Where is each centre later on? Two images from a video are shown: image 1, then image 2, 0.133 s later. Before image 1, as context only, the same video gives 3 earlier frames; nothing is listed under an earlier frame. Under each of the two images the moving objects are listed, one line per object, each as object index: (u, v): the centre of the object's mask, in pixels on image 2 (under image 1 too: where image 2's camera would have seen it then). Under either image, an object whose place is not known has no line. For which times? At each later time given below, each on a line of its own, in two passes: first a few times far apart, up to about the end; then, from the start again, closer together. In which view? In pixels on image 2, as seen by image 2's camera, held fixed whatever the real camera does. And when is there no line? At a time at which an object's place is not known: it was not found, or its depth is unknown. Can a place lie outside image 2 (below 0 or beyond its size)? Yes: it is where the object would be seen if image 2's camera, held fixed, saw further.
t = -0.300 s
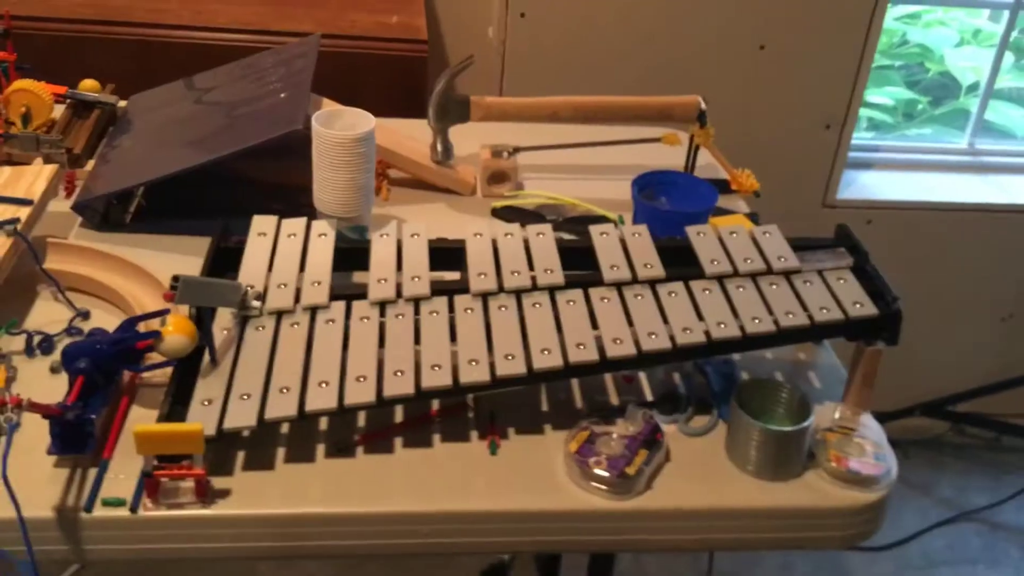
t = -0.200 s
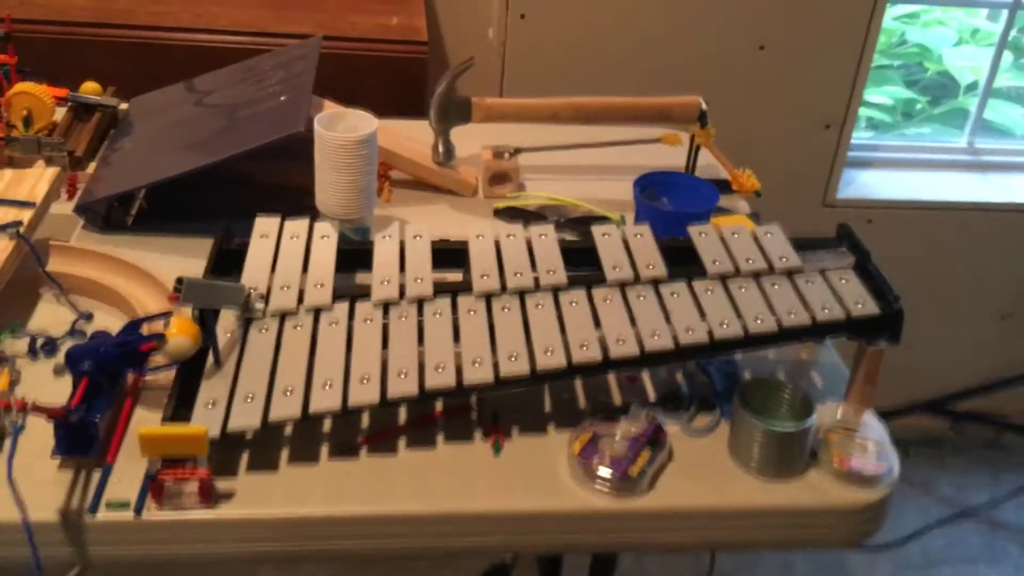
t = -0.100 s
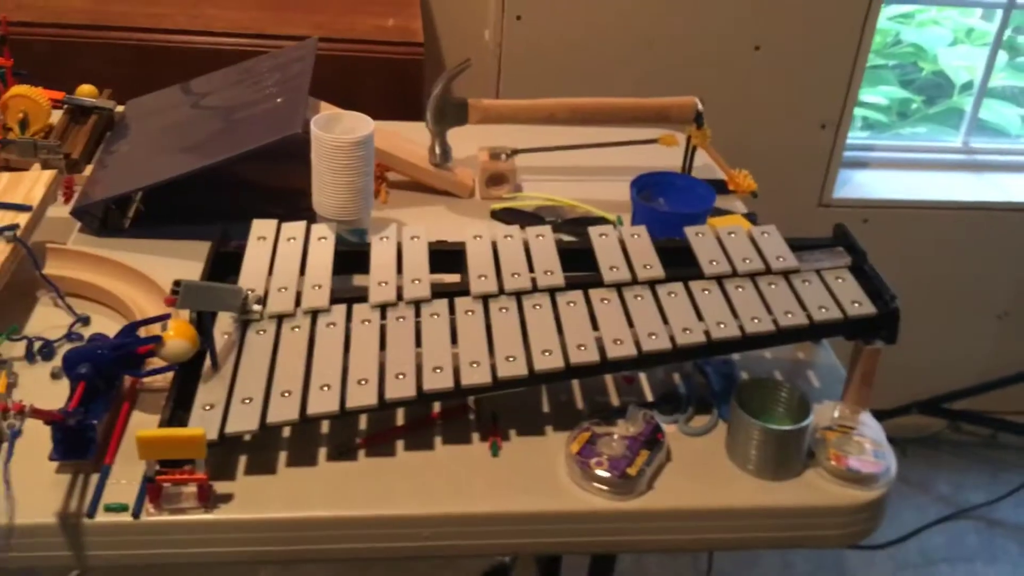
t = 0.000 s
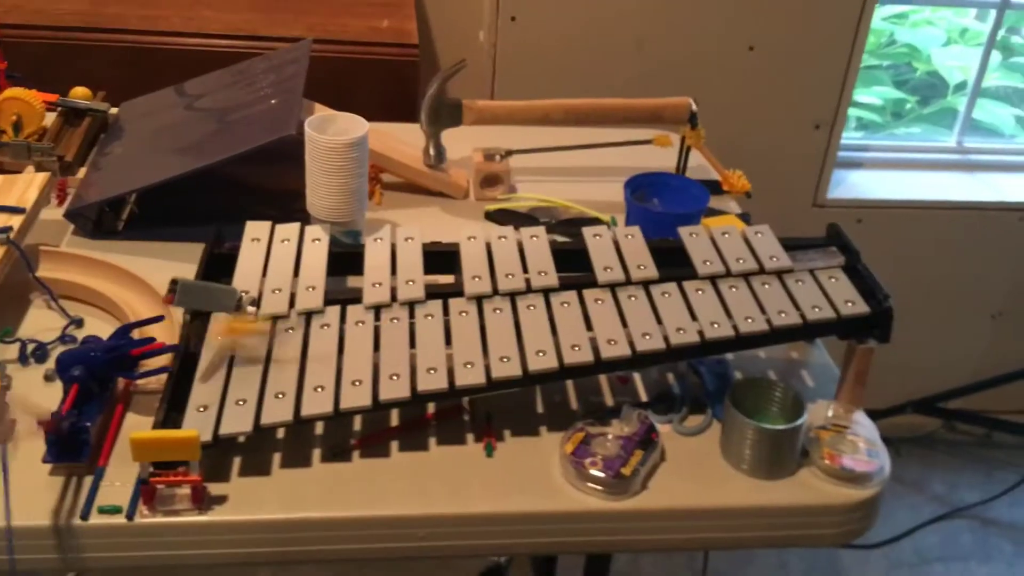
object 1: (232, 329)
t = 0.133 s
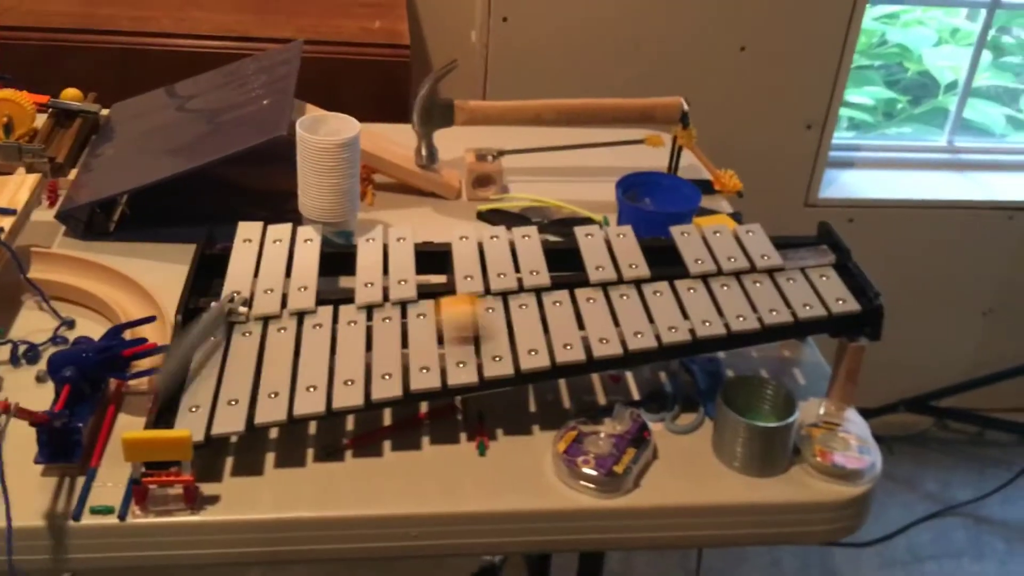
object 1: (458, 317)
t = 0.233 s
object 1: (580, 307)
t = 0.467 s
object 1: (777, 290)
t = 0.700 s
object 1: (850, 280)
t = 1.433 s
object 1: (647, 284)
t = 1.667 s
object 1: (539, 291)
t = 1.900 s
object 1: (440, 297)
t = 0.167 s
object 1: (508, 319)
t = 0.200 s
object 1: (544, 305)
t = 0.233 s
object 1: (580, 307)
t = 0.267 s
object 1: (615, 304)
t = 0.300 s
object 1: (647, 304)
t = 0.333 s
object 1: (678, 298)
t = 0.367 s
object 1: (703, 297)
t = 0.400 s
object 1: (731, 294)
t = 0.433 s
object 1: (755, 293)
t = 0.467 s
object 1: (777, 290)
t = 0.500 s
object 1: (796, 289)
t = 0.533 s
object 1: (811, 287)
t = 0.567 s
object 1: (823, 286)
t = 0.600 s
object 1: (834, 284)
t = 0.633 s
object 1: (842, 281)
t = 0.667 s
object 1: (848, 280)
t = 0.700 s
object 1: (850, 280)
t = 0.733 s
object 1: (848, 279)
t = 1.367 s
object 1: (673, 283)
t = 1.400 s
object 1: (659, 283)
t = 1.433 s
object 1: (647, 284)
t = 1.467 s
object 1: (630, 285)
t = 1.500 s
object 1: (615, 287)
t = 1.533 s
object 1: (599, 287)
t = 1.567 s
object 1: (584, 288)
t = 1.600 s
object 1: (569, 289)
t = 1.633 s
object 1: (554, 287)
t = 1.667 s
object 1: (539, 291)
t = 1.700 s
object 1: (524, 290)
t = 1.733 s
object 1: (509, 293)
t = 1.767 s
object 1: (495, 293)
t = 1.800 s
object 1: (481, 294)
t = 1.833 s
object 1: (466, 296)
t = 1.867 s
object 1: (453, 295)
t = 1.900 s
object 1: (440, 297)
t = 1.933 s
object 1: (427, 296)
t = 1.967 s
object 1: (413, 297)
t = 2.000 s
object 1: (400, 301)
